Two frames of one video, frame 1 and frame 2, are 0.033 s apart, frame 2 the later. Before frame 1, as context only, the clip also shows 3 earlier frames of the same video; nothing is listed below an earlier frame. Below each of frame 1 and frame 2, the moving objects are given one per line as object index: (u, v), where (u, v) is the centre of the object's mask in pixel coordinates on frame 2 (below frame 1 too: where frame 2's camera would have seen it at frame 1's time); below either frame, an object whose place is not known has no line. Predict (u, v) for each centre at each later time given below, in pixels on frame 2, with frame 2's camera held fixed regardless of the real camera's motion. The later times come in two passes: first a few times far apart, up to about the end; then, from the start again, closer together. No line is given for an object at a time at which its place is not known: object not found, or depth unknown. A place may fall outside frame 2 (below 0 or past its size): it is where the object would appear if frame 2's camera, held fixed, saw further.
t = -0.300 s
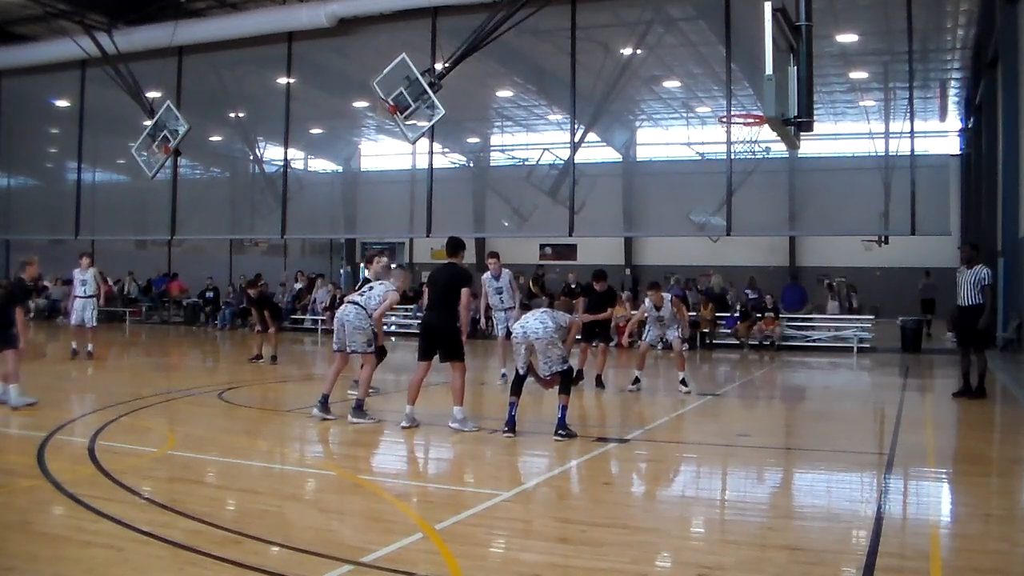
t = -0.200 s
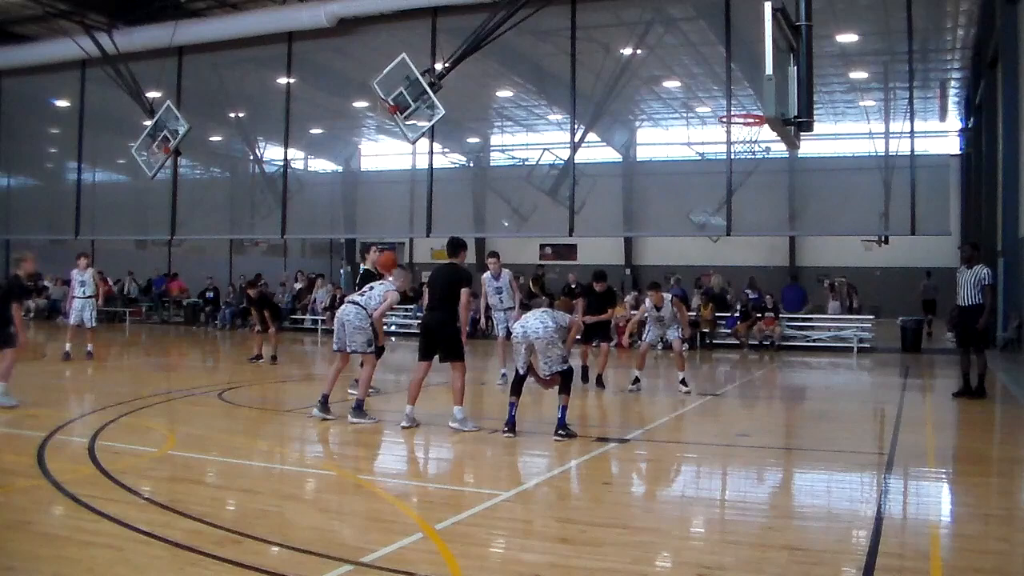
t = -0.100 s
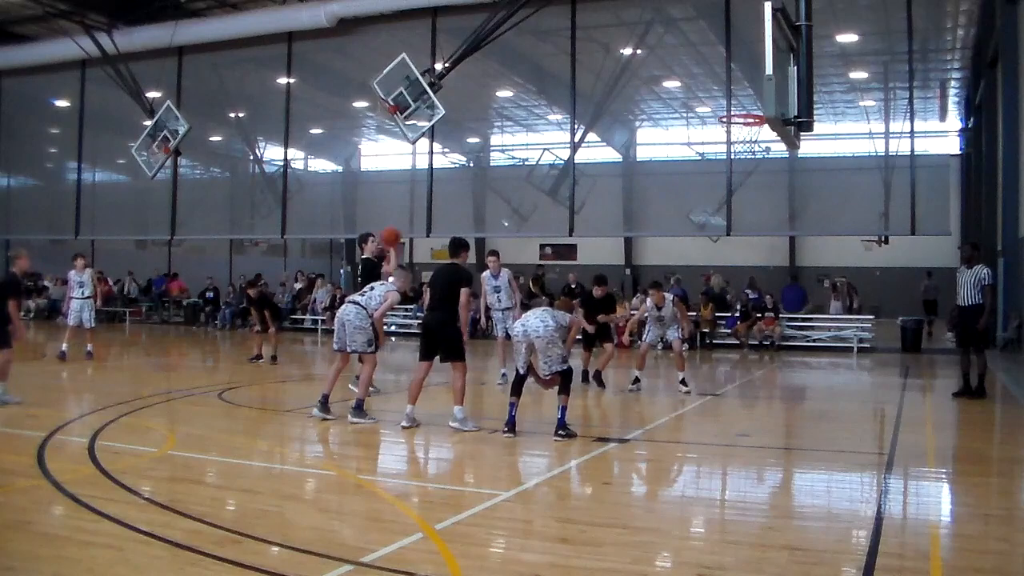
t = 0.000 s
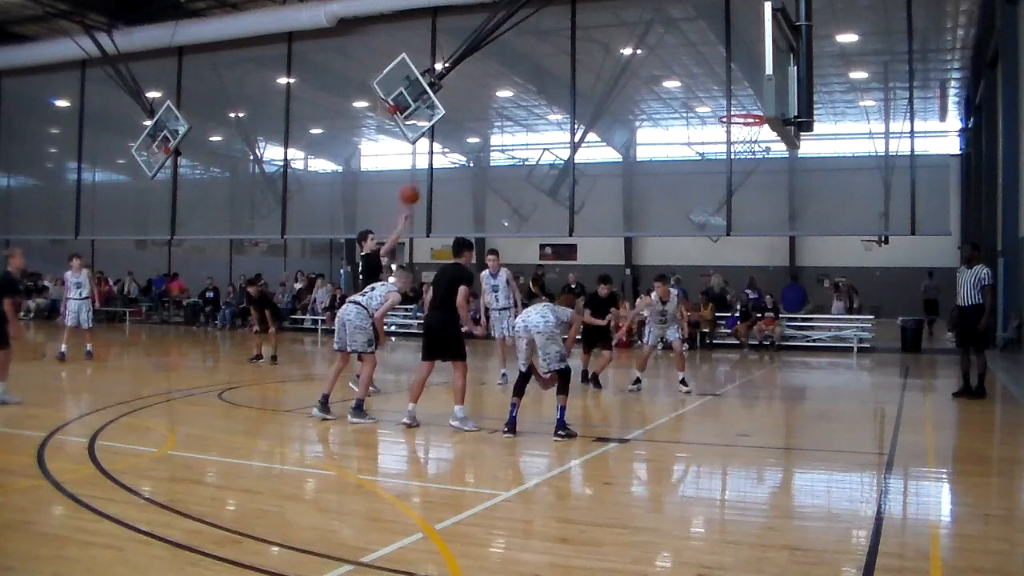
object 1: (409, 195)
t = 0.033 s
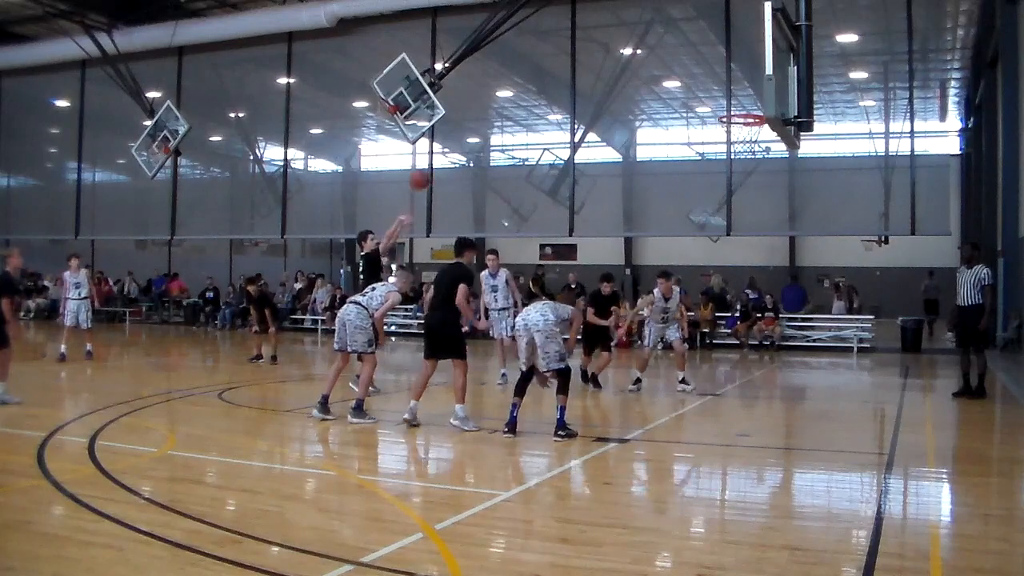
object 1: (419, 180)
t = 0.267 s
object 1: (496, 95)
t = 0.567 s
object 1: (600, 51)
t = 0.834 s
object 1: (696, 77)
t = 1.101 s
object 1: (751, 160)
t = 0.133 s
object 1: (452, 138)
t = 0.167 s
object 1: (463, 126)
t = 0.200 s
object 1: (474, 114)
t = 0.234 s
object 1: (486, 104)
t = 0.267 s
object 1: (496, 95)
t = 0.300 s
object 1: (508, 86)
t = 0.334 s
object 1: (519, 79)
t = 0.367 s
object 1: (530, 72)
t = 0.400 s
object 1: (541, 67)
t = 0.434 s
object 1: (553, 61)
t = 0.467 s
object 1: (565, 57)
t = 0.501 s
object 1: (576, 54)
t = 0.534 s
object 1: (588, 52)
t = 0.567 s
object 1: (600, 51)
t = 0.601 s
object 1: (611, 51)
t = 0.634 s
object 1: (624, 51)
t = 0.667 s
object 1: (636, 53)
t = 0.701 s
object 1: (648, 56)
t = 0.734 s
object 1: (660, 59)
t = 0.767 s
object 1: (672, 65)
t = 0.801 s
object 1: (684, 71)
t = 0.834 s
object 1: (696, 77)
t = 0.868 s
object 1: (709, 86)
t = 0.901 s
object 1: (721, 95)
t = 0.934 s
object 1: (734, 104)
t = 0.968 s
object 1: (746, 117)
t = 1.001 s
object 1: (756, 129)
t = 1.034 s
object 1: (755, 141)
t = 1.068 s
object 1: (753, 150)
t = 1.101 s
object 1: (751, 160)
